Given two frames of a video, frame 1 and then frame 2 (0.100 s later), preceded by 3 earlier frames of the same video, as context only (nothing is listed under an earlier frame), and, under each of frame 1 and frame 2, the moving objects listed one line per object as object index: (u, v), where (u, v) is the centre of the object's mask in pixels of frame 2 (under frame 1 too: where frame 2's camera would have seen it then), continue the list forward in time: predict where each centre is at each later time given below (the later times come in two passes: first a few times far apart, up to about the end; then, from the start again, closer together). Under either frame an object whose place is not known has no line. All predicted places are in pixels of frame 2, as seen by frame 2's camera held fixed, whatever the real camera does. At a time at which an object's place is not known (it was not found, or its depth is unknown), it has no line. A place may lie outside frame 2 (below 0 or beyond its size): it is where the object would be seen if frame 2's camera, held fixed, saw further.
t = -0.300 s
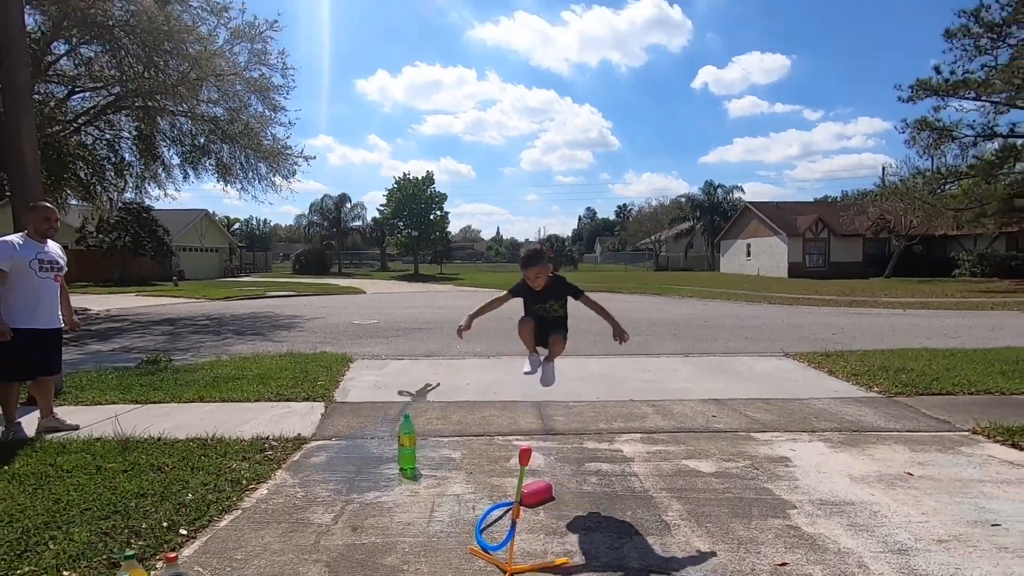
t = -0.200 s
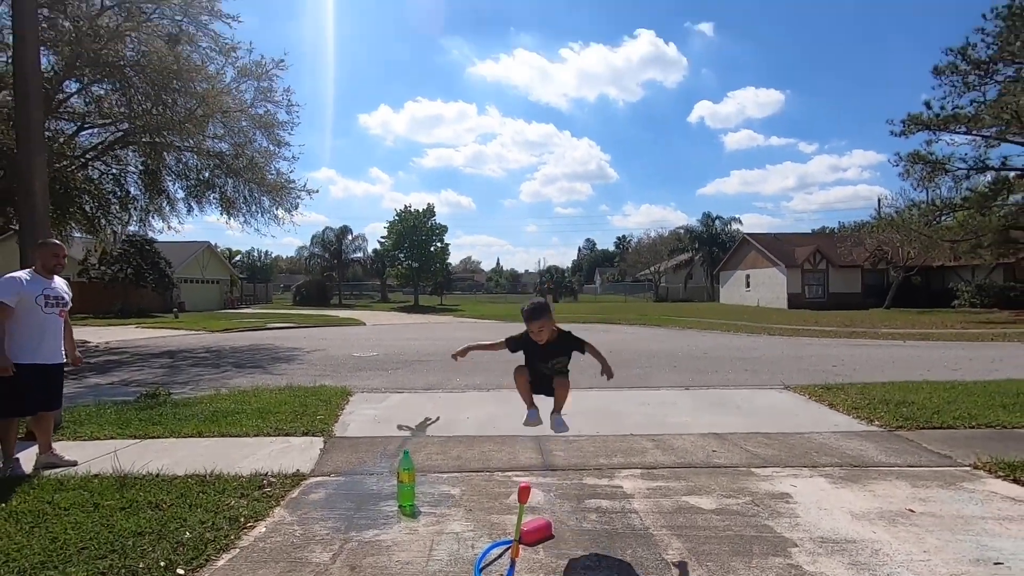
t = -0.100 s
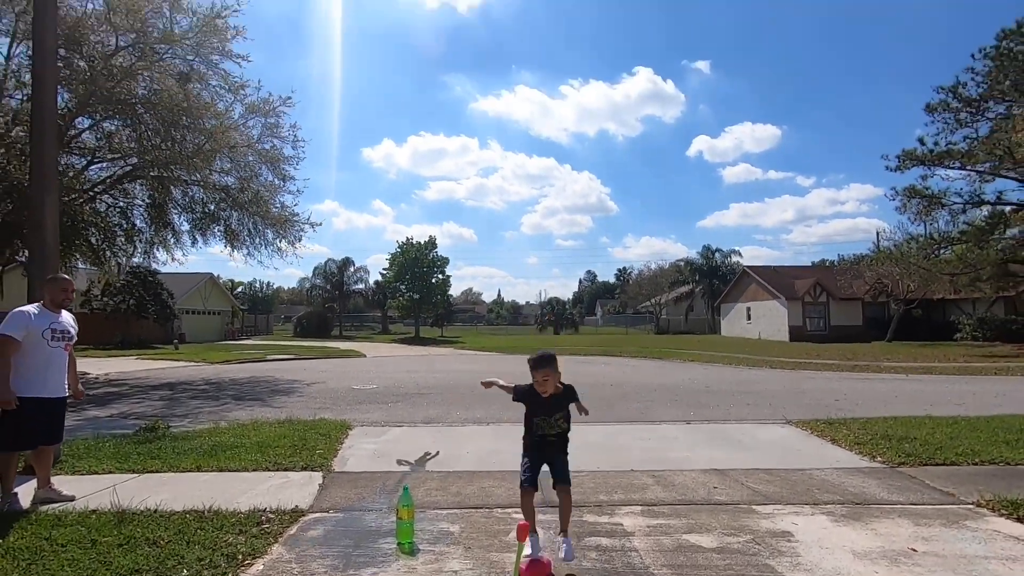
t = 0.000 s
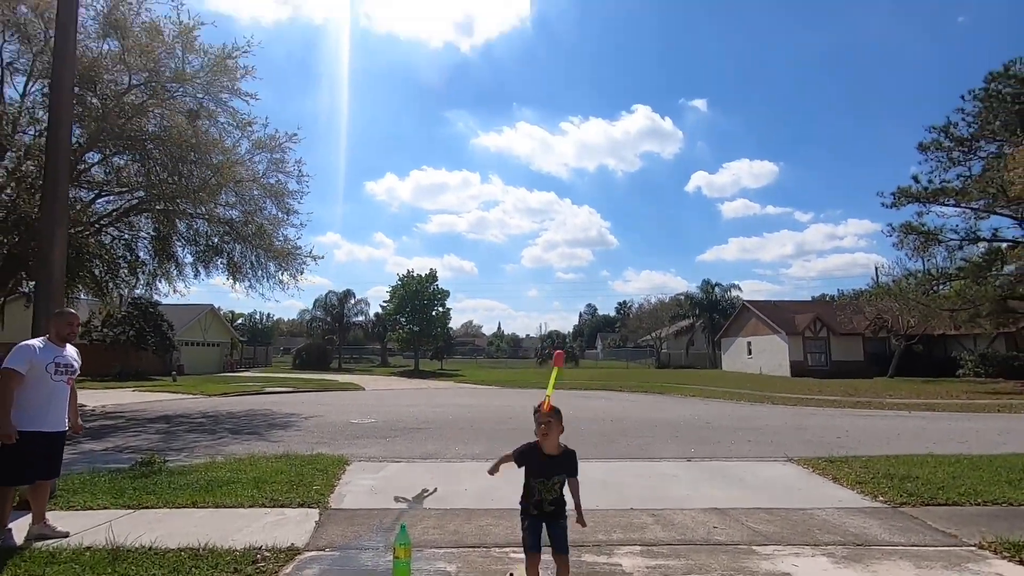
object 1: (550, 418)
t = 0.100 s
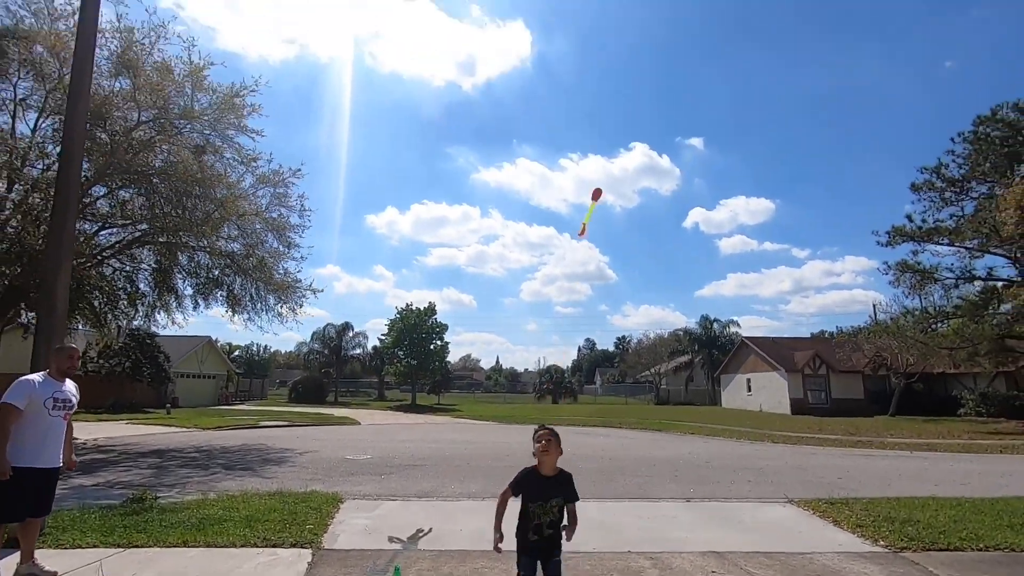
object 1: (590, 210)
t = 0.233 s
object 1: (629, 50)
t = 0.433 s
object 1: (661, -56)
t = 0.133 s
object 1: (601, 159)
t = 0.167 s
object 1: (611, 117)
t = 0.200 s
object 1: (621, 81)
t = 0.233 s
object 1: (629, 50)
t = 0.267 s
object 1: (636, 23)
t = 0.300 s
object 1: (642, 3)
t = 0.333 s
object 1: (648, -15)
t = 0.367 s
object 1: (653, -31)
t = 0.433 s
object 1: (661, -56)
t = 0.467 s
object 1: (664, -68)
